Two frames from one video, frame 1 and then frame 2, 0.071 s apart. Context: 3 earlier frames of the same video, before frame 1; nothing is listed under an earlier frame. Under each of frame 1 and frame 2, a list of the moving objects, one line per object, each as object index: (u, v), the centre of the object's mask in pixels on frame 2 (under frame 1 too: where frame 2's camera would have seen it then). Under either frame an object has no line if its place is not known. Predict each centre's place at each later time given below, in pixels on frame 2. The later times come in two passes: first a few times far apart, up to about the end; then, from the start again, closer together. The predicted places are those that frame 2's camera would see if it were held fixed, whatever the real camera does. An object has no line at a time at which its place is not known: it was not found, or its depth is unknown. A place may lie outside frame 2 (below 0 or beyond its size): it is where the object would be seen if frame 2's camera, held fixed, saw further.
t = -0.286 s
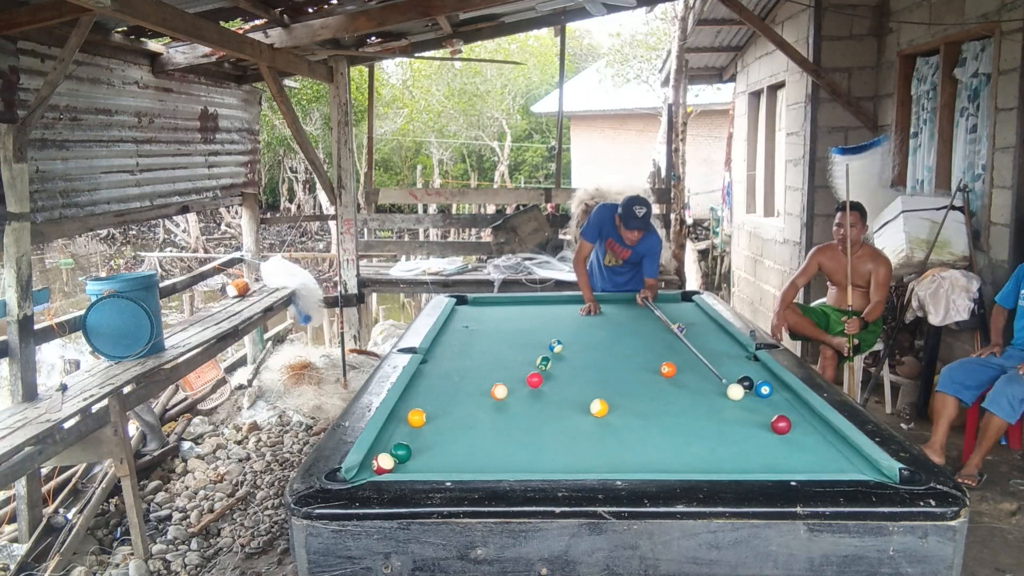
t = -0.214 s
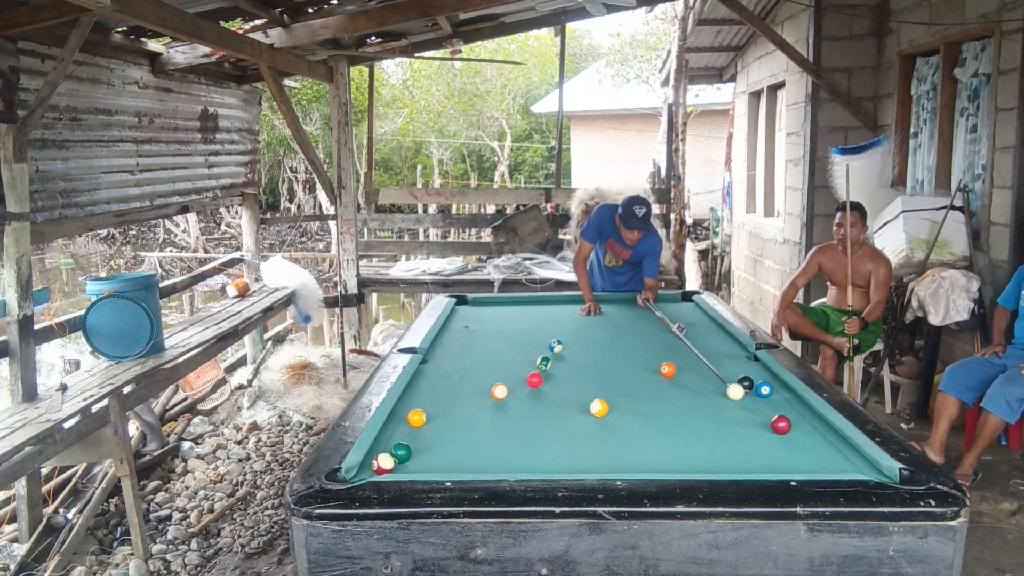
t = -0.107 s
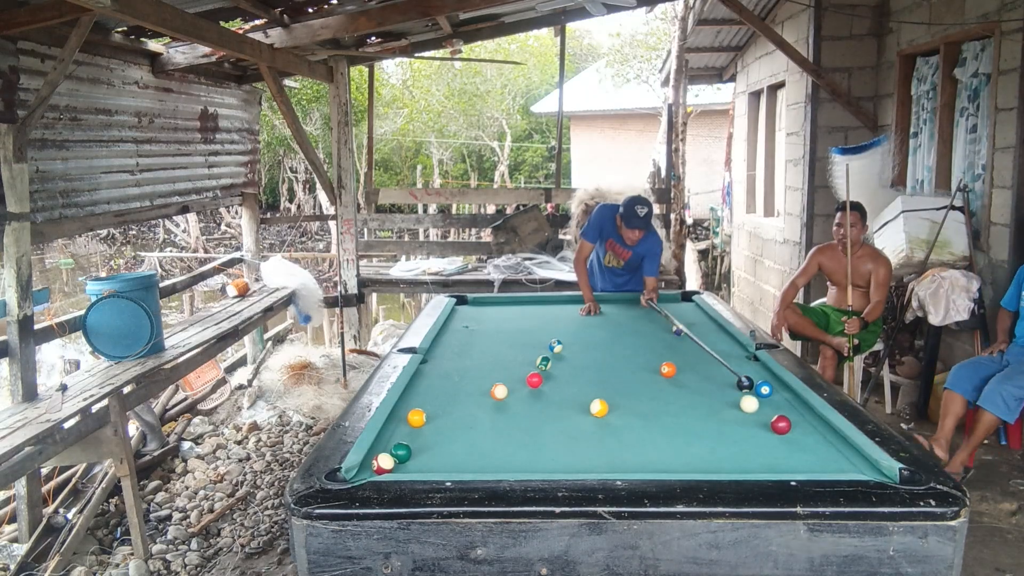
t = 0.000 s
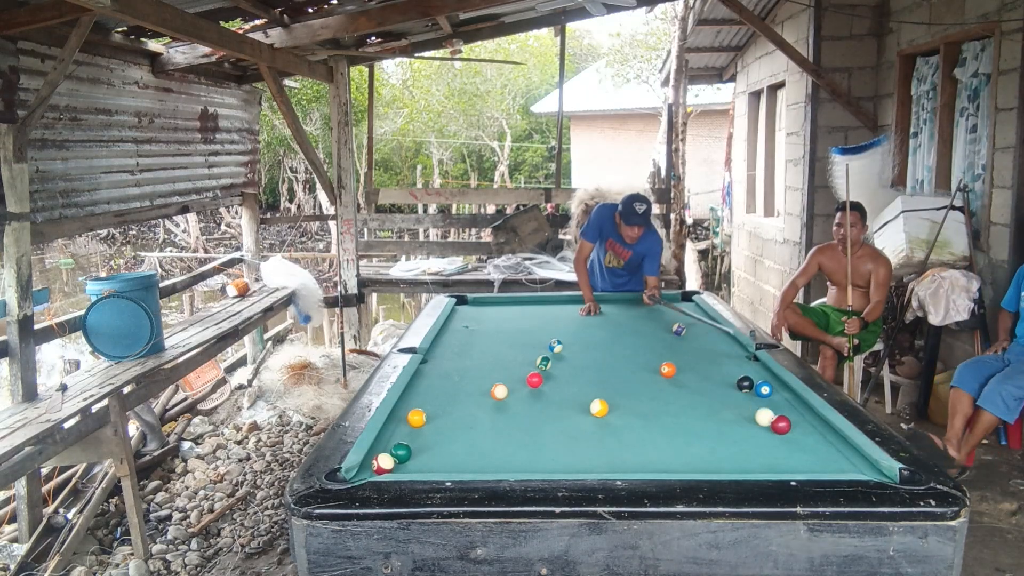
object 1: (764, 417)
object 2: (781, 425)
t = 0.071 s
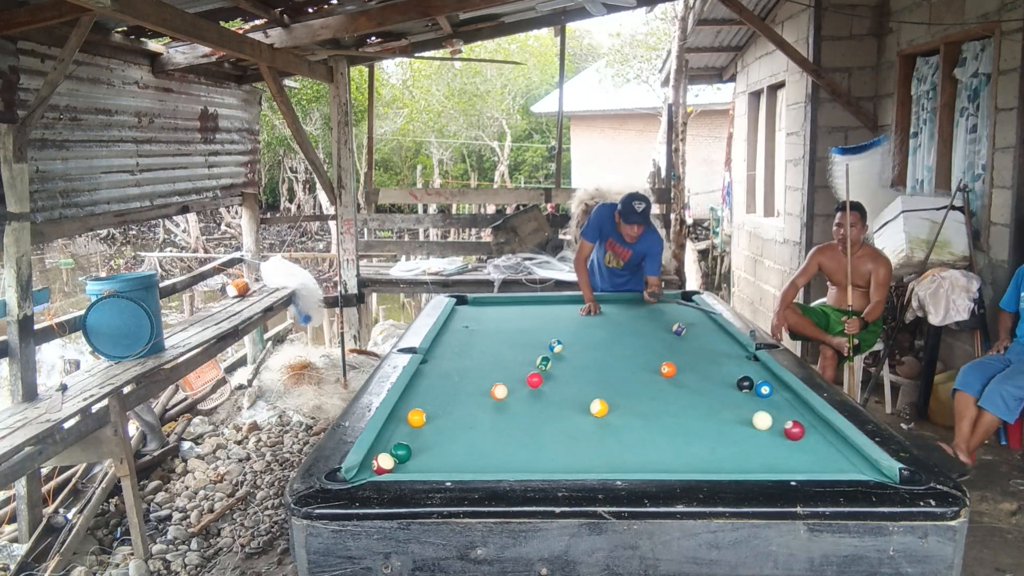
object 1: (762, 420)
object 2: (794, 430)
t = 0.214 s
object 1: (755, 426)
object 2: (821, 442)
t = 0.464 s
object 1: (746, 436)
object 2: (859, 461)
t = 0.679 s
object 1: (736, 446)
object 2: (865, 471)
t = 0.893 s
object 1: (726, 457)
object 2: (873, 470)
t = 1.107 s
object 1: (716, 465)
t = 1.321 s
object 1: (706, 467)
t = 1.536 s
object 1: (697, 463)
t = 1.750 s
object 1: (689, 458)
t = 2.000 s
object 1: (681, 453)
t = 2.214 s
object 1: (677, 449)
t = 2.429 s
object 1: (672, 446)
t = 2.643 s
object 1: (670, 444)
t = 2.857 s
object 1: (668, 443)
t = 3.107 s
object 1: (668, 442)
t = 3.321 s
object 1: (668, 442)
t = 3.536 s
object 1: (669, 442)
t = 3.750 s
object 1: (669, 442)
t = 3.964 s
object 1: (669, 442)
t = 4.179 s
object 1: (669, 442)
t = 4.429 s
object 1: (669, 442)
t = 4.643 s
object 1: (669, 442)
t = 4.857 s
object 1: (669, 442)
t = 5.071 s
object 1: (669, 442)
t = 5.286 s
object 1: (669, 442)
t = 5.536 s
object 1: (669, 442)
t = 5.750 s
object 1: (669, 442)
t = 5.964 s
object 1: (669, 442)
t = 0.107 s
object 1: (760, 421)
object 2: (801, 433)
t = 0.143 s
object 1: (758, 423)
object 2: (807, 436)
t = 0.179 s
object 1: (757, 425)
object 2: (814, 439)
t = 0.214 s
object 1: (755, 426)
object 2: (821, 442)
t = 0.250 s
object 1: (754, 428)
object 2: (828, 445)
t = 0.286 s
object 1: (752, 430)
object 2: (835, 449)
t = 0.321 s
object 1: (750, 431)
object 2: (842, 451)
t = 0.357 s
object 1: (749, 433)
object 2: (849, 455)
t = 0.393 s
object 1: (747, 435)
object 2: (856, 458)
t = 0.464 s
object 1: (746, 436)
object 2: (859, 461)
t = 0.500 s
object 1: (744, 438)
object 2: (860, 463)
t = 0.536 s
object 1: (742, 440)
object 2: (861, 465)
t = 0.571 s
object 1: (741, 441)
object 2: (862, 466)
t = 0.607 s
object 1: (739, 443)
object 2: (863, 468)
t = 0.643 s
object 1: (737, 445)
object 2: (864, 469)
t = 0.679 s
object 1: (736, 446)
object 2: (865, 471)
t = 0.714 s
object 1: (734, 448)
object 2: (866, 471)
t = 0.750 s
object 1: (732, 450)
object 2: (867, 470)
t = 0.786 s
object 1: (731, 451)
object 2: (869, 470)
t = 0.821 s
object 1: (729, 453)
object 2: (870, 470)
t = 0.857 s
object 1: (727, 455)
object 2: (871, 470)
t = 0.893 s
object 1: (726, 457)
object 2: (873, 470)
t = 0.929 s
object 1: (724, 458)
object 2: (876, 470)
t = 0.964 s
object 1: (723, 460)
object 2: (878, 471)
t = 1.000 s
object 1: (721, 462)
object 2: (879, 471)
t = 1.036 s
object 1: (720, 463)
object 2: (880, 472)
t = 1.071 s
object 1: (718, 464)
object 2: (883, 475)
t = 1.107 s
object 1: (716, 465)
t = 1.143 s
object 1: (715, 466)
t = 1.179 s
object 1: (713, 467)
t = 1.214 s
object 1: (712, 468)
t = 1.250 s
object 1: (710, 468)
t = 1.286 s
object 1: (708, 468)
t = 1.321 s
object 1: (706, 467)
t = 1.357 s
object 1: (705, 467)
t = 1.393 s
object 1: (703, 466)
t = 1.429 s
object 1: (701, 465)
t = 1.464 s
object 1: (700, 465)
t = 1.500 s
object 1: (698, 464)
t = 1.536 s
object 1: (697, 463)
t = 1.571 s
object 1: (695, 463)
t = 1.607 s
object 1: (694, 462)
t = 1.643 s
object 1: (692, 461)
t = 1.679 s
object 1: (691, 460)
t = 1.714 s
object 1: (690, 459)
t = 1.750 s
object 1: (689, 458)
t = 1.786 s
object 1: (687, 457)
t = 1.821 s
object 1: (686, 457)
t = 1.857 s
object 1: (685, 456)
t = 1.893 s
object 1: (684, 455)
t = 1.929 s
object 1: (683, 455)
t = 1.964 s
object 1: (682, 454)
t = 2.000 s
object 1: (681, 453)
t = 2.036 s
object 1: (680, 452)
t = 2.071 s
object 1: (680, 452)
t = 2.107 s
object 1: (679, 451)
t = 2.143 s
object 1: (678, 451)
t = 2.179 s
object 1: (677, 450)
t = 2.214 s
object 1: (677, 449)
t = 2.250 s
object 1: (676, 449)
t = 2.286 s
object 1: (675, 448)
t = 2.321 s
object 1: (675, 448)
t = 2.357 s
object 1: (674, 447)
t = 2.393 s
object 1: (673, 447)
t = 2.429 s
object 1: (672, 446)
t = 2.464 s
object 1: (672, 446)
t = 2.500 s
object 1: (671, 446)
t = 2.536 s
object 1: (671, 445)
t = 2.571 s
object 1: (670, 445)
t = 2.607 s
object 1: (670, 445)
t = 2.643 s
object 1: (670, 444)
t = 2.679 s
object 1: (669, 444)
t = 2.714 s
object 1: (669, 444)
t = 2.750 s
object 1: (669, 443)
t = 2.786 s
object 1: (669, 443)
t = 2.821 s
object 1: (668, 443)
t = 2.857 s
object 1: (668, 443)
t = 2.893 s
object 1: (668, 443)
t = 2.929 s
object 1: (668, 443)
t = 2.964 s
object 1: (668, 442)
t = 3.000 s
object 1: (668, 442)
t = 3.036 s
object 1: (668, 442)
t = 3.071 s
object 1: (668, 442)
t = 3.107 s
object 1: (668, 442)
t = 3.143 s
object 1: (668, 442)
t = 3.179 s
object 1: (668, 442)
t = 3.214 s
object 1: (668, 442)
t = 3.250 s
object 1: (668, 442)
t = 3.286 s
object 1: (668, 442)
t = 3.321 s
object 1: (668, 442)
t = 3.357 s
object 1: (668, 442)
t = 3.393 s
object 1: (669, 442)
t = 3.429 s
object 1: (669, 442)
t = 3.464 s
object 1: (669, 442)
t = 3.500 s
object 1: (669, 442)
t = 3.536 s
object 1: (669, 442)
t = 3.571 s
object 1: (669, 442)
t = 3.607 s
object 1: (669, 442)
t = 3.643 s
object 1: (669, 442)
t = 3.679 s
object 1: (669, 442)
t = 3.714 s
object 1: (669, 442)
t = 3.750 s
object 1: (669, 442)
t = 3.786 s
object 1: (669, 442)
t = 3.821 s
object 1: (669, 442)
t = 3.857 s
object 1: (669, 442)
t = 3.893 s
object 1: (669, 442)
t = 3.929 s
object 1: (669, 442)
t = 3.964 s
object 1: (669, 442)
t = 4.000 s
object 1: (669, 442)
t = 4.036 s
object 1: (669, 442)
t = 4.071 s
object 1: (669, 442)
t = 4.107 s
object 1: (669, 442)
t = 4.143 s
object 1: (669, 442)
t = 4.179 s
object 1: (669, 442)
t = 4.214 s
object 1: (669, 442)
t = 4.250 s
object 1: (669, 442)
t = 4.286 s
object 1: (669, 442)
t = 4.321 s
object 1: (669, 442)
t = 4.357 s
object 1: (669, 442)
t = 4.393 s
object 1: (669, 442)
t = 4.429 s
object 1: (669, 442)
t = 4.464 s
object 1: (669, 442)
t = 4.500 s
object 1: (669, 442)
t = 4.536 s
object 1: (669, 442)
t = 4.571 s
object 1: (669, 442)
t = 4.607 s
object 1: (669, 442)
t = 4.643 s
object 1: (669, 442)
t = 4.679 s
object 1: (669, 442)
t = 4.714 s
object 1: (669, 442)
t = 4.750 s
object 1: (669, 442)
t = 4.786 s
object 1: (669, 442)
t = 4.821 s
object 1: (669, 442)
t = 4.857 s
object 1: (669, 442)
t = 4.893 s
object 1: (669, 442)
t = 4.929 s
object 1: (669, 442)
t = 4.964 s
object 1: (669, 442)
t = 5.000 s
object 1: (669, 442)
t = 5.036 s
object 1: (669, 442)
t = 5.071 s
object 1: (669, 442)
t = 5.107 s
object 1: (669, 442)
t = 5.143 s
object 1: (669, 442)
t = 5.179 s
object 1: (669, 442)
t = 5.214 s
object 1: (669, 442)
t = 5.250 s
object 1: (669, 442)
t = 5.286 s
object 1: (669, 442)
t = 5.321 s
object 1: (669, 442)
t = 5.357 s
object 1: (669, 442)
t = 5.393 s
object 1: (669, 442)
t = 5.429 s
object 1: (669, 442)
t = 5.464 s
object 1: (669, 442)
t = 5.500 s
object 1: (669, 442)
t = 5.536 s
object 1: (669, 442)
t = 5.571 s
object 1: (669, 442)
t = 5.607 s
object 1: (669, 442)
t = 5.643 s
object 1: (669, 442)
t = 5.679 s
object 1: (669, 442)
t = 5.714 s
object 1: (669, 442)
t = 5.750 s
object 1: (669, 442)
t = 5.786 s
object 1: (669, 442)
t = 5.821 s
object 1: (669, 442)
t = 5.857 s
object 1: (669, 442)
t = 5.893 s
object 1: (669, 442)
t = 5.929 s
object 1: (669, 442)
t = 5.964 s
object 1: (669, 442)
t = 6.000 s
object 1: (669, 442)
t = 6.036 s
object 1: (669, 442)
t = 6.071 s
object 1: (669, 442)
